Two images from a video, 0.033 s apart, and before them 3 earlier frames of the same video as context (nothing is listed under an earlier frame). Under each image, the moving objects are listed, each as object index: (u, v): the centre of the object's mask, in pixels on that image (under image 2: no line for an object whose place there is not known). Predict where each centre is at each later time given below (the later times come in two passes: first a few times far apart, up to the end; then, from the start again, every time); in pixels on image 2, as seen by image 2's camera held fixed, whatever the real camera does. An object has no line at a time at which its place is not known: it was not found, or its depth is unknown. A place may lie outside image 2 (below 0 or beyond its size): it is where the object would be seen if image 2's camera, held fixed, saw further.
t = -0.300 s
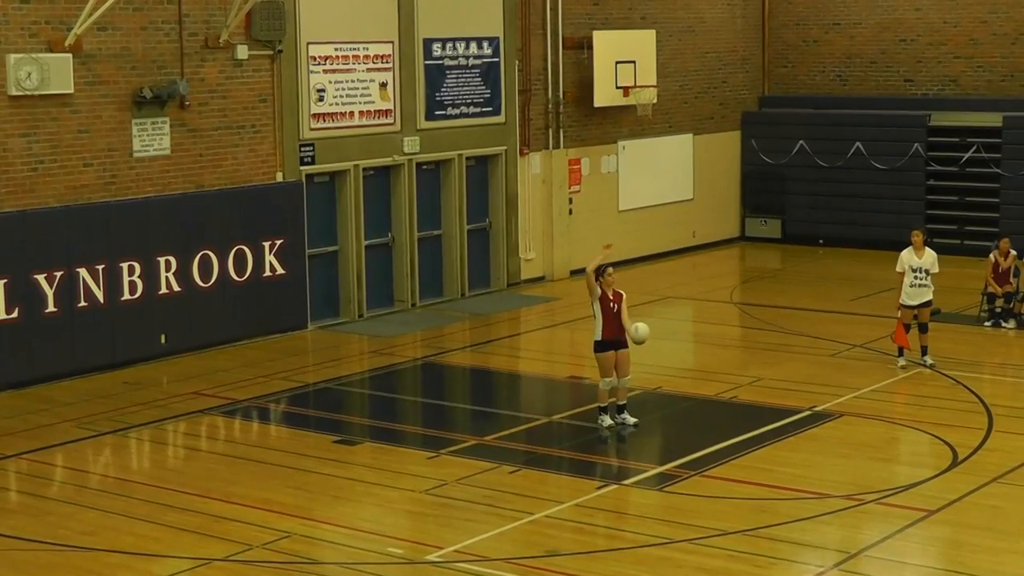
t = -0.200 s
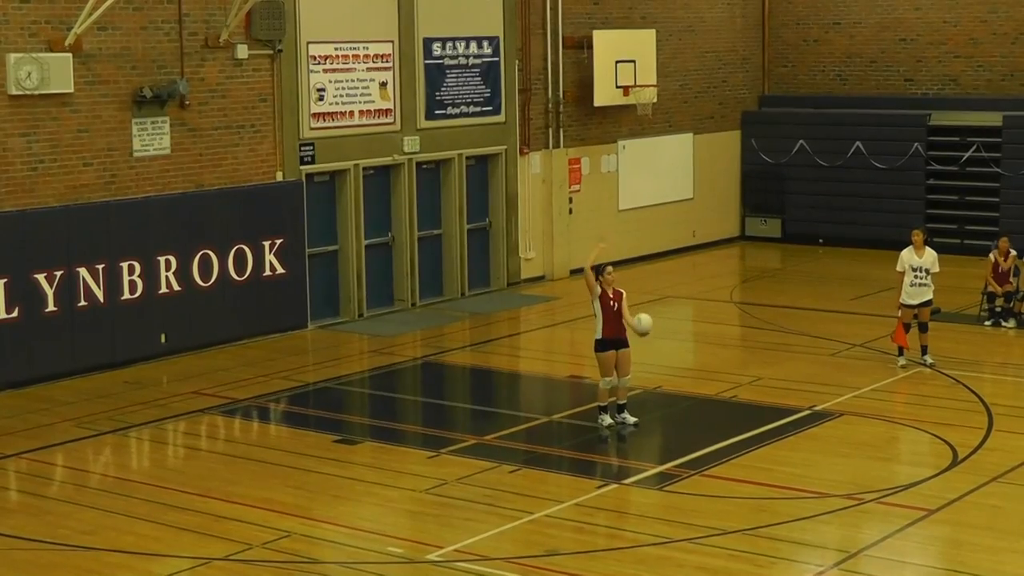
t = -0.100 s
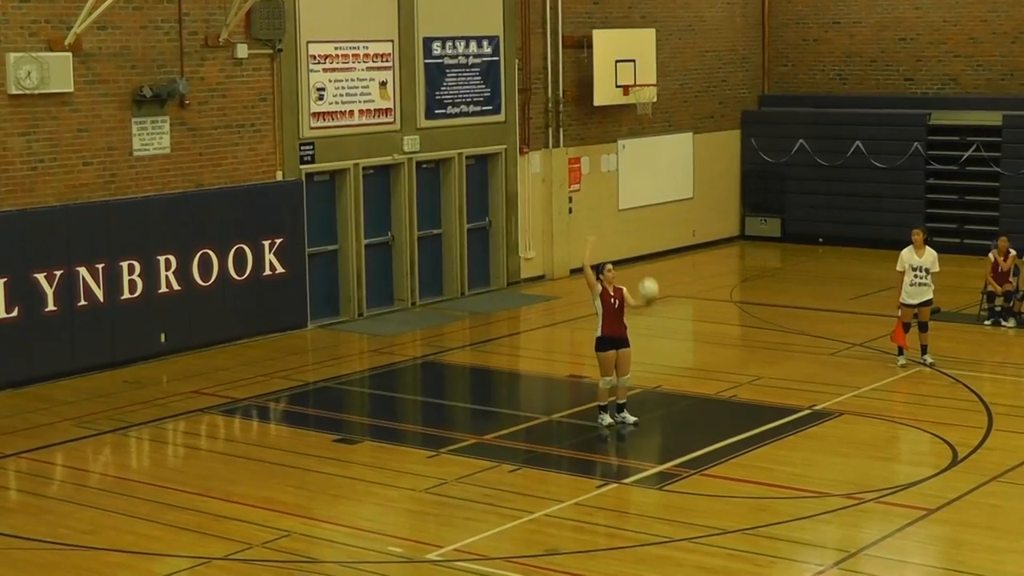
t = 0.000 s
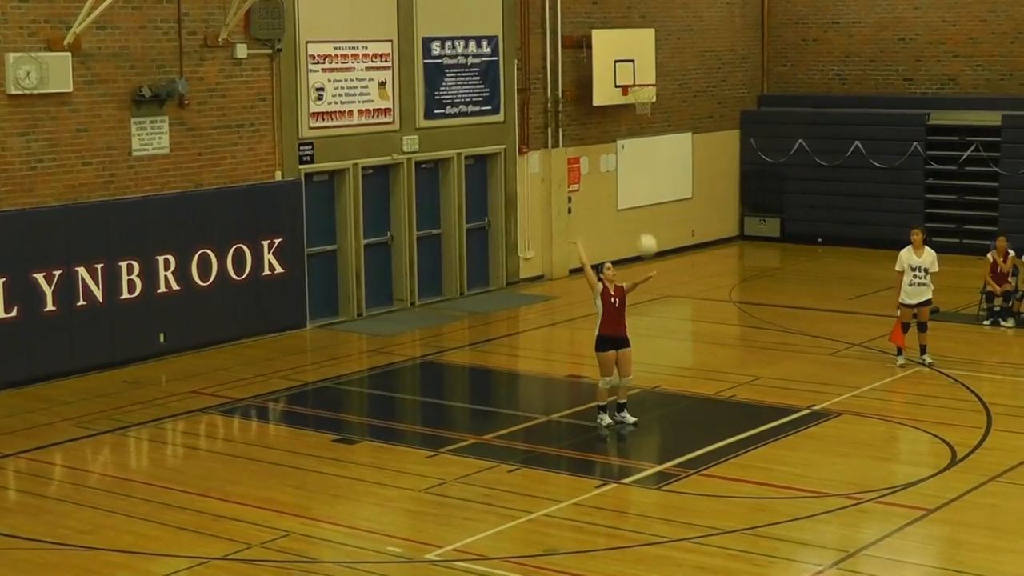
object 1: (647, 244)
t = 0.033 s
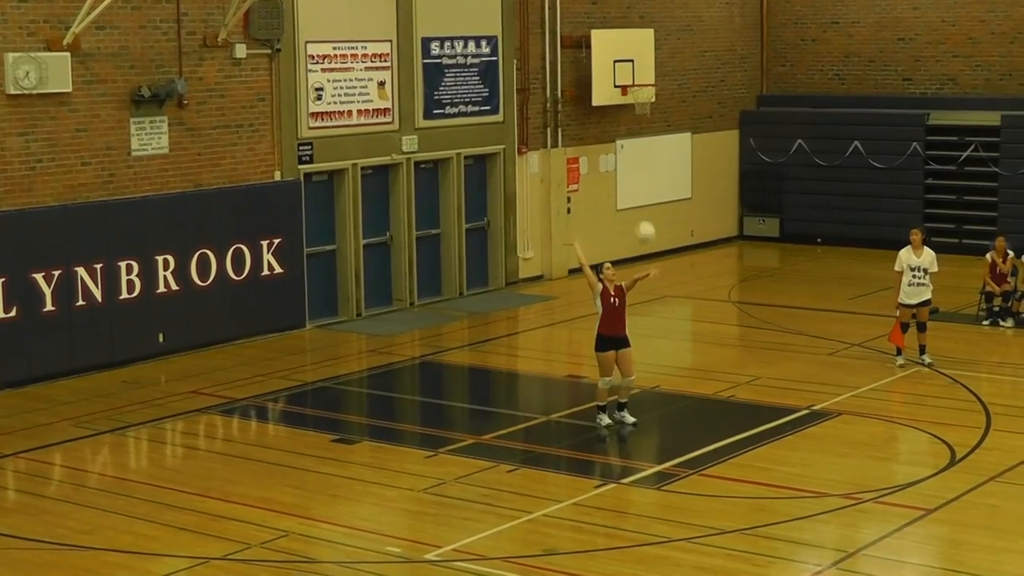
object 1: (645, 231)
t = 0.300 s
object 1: (641, 171)
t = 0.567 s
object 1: (637, 179)
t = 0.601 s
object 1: (637, 185)
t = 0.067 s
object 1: (645, 220)
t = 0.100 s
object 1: (644, 210)
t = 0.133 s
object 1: (643, 201)
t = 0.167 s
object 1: (642, 192)
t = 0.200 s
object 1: (642, 186)
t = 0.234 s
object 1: (642, 180)
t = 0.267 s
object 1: (641, 175)
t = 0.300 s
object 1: (641, 171)
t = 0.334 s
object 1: (640, 168)
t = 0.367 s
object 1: (640, 166)
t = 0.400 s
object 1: (639, 166)
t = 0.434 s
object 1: (639, 166)
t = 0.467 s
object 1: (638, 168)
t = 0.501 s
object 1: (638, 171)
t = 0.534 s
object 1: (637, 174)
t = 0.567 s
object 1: (637, 179)
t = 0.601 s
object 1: (637, 185)
